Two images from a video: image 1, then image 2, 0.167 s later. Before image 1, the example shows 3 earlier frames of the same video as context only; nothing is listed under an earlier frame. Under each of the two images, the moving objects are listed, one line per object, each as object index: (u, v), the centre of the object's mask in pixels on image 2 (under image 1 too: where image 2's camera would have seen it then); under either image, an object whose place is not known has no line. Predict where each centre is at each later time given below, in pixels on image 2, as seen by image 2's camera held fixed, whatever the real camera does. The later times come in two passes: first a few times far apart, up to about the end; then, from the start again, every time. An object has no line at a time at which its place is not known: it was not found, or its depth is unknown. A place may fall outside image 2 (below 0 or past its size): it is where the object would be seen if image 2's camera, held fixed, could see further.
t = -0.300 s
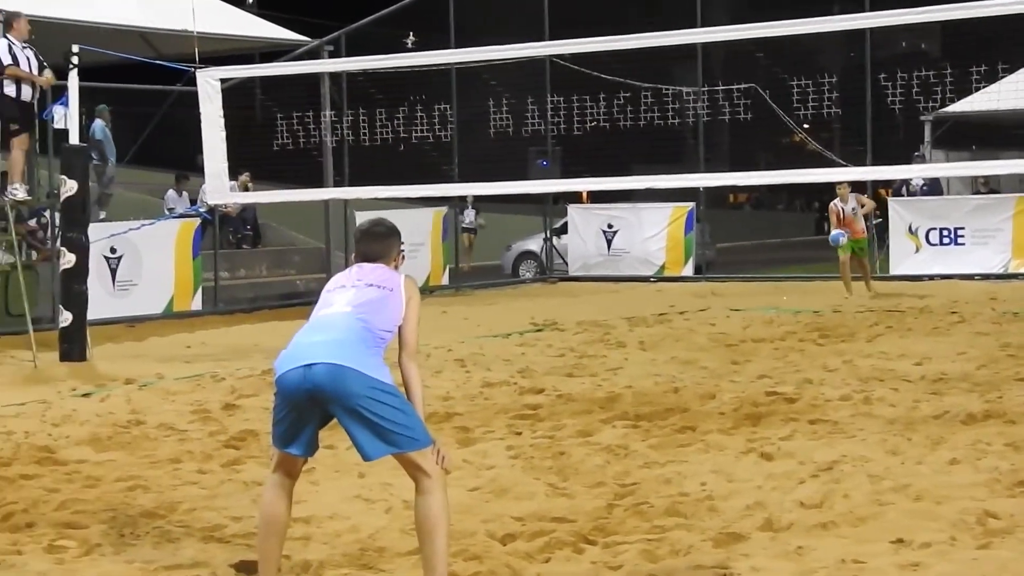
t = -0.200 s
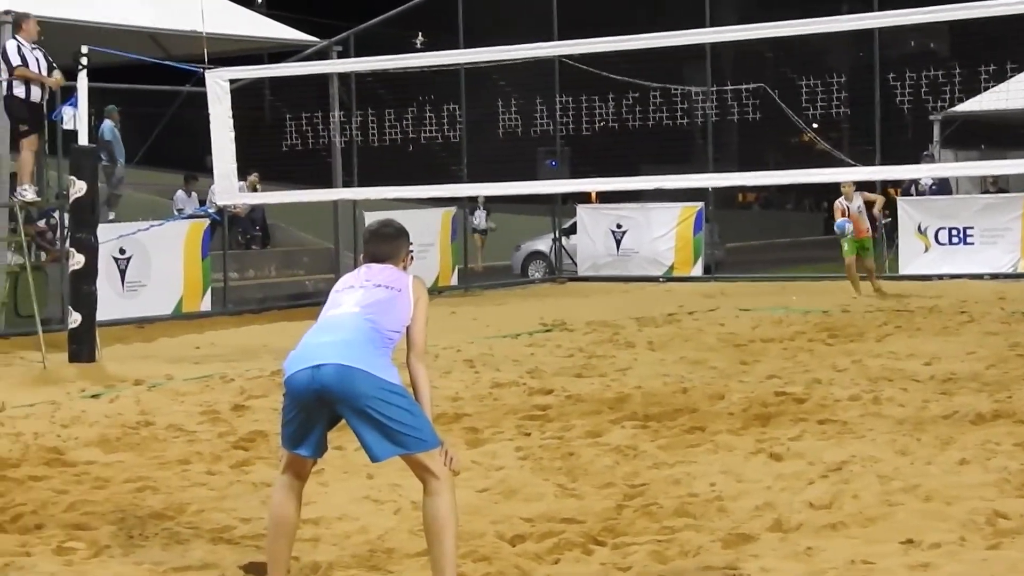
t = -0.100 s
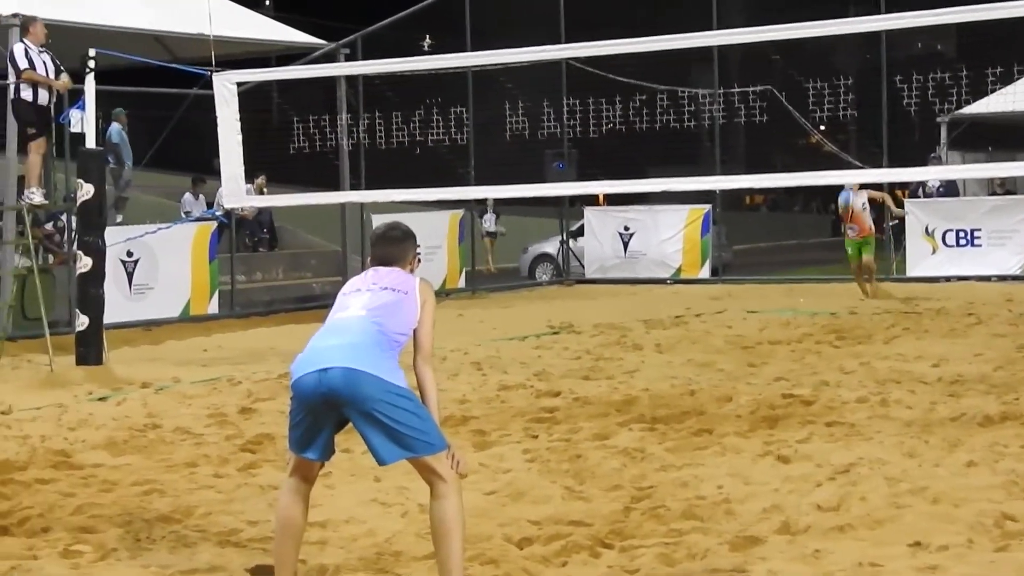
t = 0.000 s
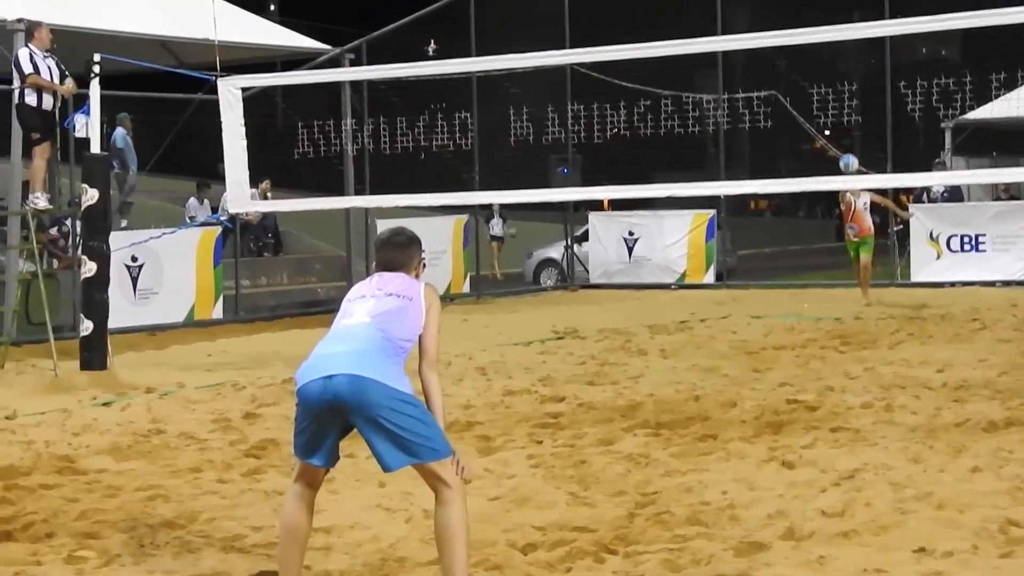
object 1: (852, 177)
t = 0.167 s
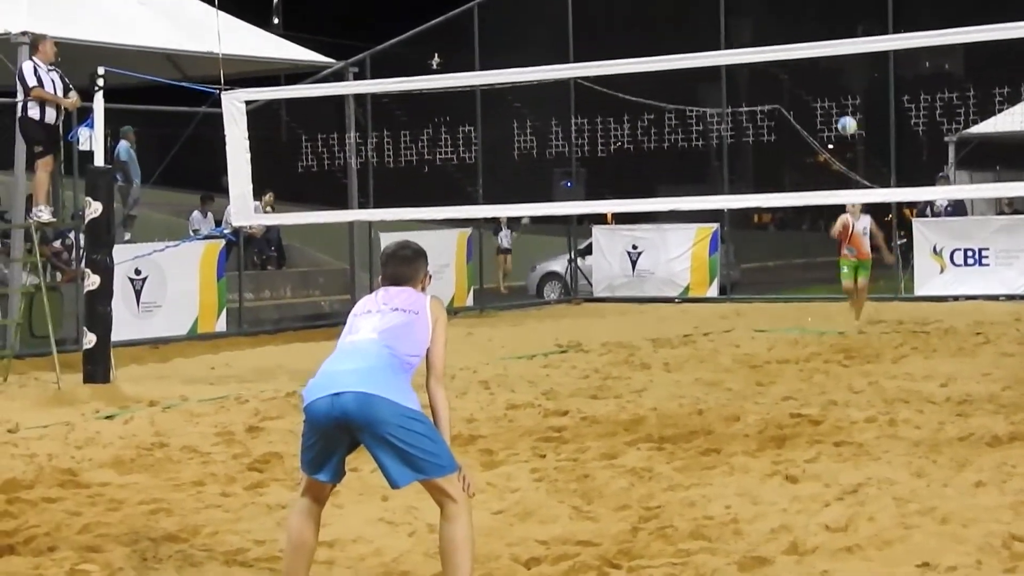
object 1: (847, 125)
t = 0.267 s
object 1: (845, 106)
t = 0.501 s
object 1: (839, 93)
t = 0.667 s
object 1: (836, 114)
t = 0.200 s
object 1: (846, 118)
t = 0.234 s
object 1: (845, 111)
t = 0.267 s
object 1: (845, 106)
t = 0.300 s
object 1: (844, 101)
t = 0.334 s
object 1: (843, 98)
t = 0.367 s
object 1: (842, 95)
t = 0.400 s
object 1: (841, 93)
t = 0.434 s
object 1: (841, 92)
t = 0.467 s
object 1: (840, 92)
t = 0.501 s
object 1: (839, 93)
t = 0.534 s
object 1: (839, 95)
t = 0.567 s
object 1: (838, 98)
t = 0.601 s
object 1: (837, 102)
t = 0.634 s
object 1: (837, 107)
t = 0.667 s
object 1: (836, 114)
